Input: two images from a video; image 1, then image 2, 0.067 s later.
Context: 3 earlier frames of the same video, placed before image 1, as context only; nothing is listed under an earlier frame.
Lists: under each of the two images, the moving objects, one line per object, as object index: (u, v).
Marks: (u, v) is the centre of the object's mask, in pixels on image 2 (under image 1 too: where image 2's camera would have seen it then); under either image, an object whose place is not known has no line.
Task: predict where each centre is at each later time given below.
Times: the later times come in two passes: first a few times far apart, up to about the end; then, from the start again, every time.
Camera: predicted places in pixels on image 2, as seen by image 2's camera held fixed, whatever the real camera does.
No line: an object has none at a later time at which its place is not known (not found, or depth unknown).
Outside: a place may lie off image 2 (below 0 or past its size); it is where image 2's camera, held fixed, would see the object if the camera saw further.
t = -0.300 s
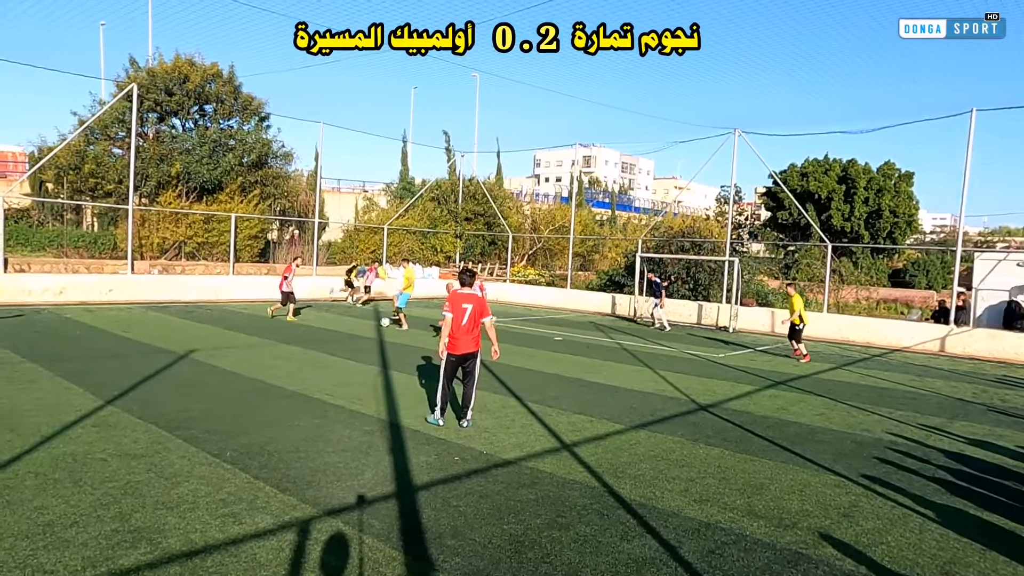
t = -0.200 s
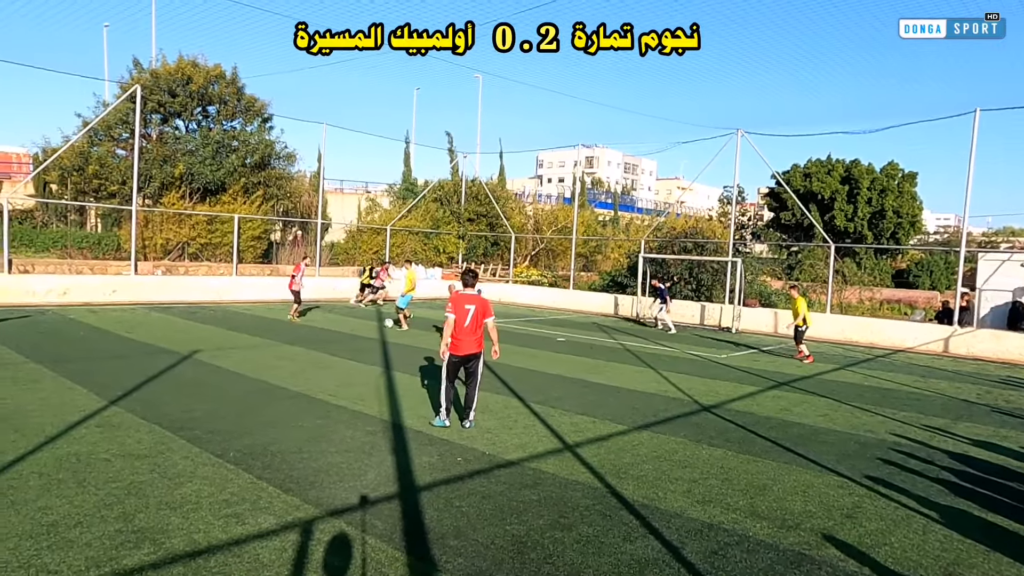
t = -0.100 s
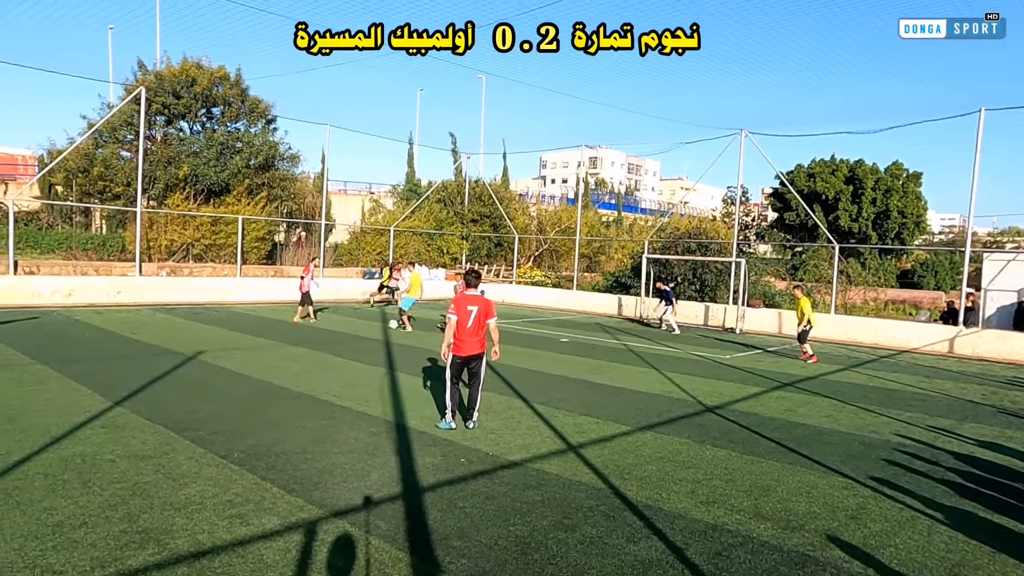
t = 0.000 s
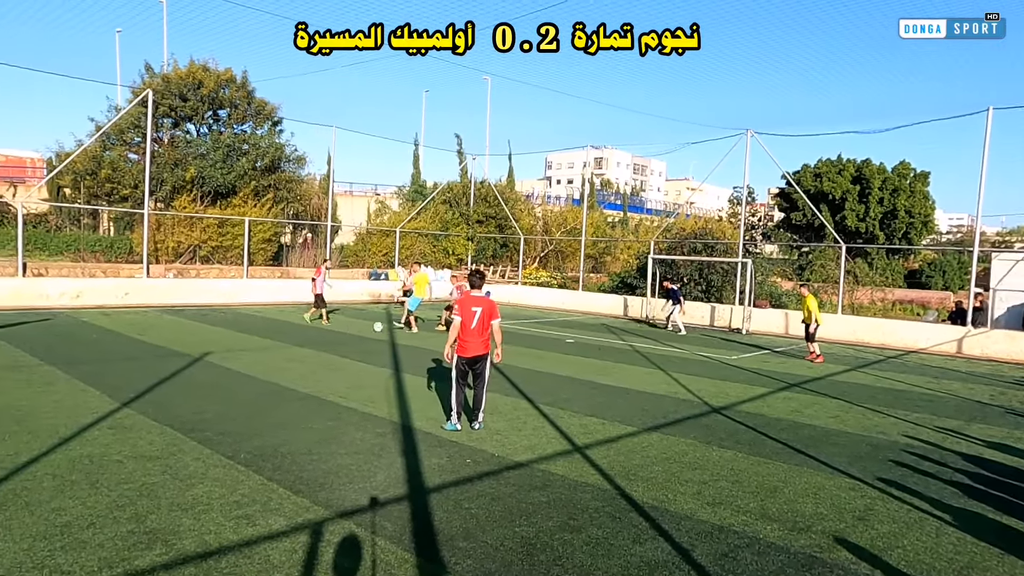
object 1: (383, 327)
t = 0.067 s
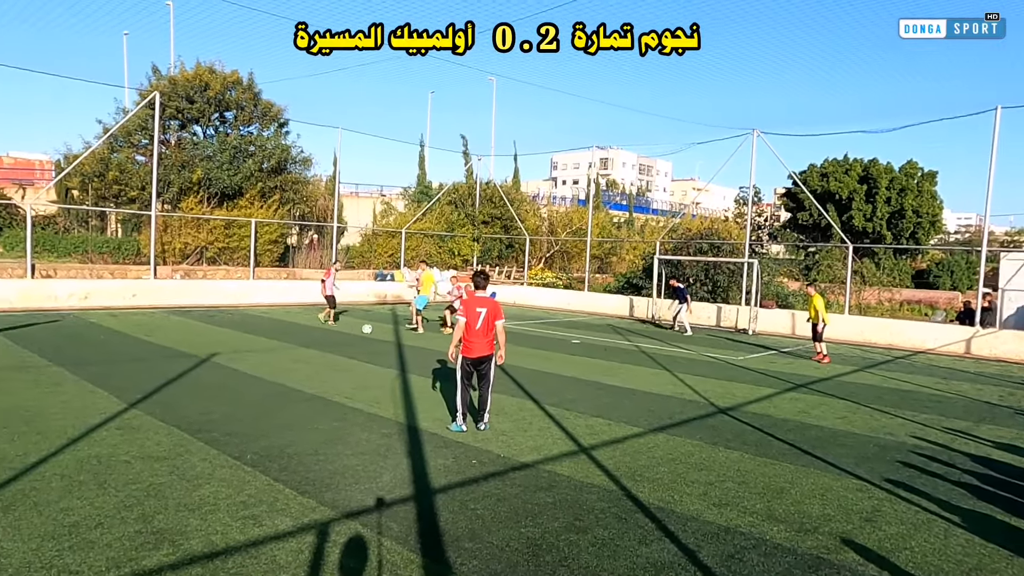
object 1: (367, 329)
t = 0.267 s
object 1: (316, 333)
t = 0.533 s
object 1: (249, 339)
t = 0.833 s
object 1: (167, 347)
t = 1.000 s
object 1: (116, 351)
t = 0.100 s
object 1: (359, 329)
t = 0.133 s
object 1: (350, 330)
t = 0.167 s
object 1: (341, 331)
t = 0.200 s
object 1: (333, 332)
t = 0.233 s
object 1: (324, 332)
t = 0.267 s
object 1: (316, 333)
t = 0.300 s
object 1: (307, 334)
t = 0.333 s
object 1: (299, 335)
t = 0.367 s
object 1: (290, 335)
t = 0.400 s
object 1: (282, 336)
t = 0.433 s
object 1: (274, 337)
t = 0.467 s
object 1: (266, 338)
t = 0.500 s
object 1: (257, 338)
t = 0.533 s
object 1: (249, 339)
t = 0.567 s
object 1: (240, 340)
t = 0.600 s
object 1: (232, 341)
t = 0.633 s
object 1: (223, 342)
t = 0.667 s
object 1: (214, 343)
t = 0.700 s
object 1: (205, 344)
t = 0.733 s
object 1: (196, 344)
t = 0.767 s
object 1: (186, 345)
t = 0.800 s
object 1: (177, 346)
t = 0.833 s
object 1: (167, 347)
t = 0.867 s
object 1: (157, 348)
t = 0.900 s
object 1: (147, 349)
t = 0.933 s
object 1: (137, 349)
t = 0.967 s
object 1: (126, 350)
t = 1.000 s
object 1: (116, 351)
